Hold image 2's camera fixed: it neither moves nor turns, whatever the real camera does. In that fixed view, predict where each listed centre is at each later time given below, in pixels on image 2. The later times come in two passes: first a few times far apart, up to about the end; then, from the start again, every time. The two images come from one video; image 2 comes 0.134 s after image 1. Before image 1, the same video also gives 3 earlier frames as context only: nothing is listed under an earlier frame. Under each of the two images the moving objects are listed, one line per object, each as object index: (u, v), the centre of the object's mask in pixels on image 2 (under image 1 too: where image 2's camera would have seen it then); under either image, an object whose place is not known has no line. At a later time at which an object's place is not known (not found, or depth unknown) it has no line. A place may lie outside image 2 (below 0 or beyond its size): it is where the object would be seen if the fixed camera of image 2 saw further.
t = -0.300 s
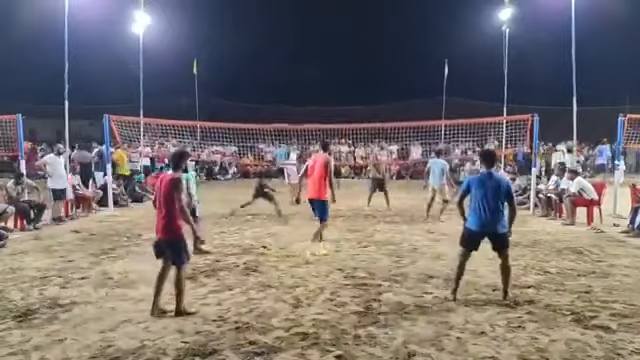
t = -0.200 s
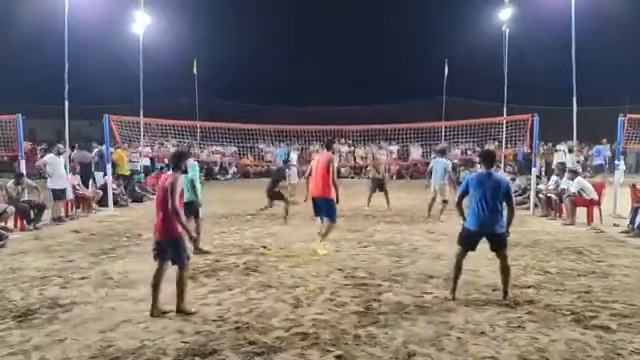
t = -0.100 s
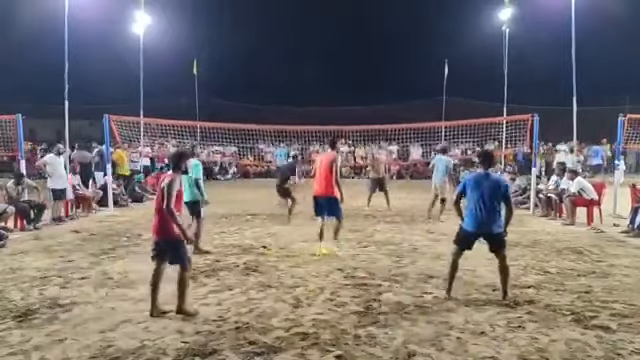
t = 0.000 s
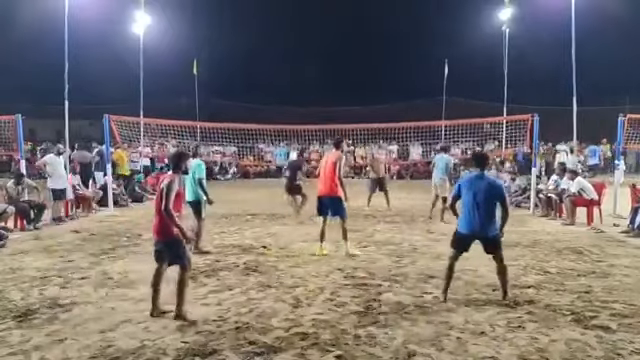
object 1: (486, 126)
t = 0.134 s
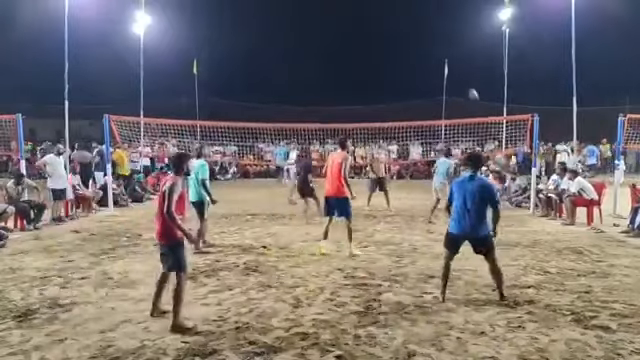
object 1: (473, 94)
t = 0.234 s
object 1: (463, 74)
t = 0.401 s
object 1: (440, 42)
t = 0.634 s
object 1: (406, 24)
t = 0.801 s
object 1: (383, 30)
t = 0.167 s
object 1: (470, 87)
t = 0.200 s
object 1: (466, 80)
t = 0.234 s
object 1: (463, 74)
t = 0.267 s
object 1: (460, 68)
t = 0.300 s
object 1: (452, 55)
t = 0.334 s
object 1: (448, 51)
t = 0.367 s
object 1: (444, 46)
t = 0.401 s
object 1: (440, 42)
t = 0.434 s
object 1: (437, 38)
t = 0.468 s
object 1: (432, 35)
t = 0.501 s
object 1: (429, 32)
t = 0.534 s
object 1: (425, 29)
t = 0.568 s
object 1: (420, 27)
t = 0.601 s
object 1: (411, 24)
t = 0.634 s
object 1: (406, 24)
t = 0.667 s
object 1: (402, 24)
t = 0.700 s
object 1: (397, 25)
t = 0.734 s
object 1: (393, 26)
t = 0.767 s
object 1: (388, 28)
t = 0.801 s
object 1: (383, 30)
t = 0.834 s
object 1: (378, 34)
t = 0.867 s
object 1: (374, 37)
